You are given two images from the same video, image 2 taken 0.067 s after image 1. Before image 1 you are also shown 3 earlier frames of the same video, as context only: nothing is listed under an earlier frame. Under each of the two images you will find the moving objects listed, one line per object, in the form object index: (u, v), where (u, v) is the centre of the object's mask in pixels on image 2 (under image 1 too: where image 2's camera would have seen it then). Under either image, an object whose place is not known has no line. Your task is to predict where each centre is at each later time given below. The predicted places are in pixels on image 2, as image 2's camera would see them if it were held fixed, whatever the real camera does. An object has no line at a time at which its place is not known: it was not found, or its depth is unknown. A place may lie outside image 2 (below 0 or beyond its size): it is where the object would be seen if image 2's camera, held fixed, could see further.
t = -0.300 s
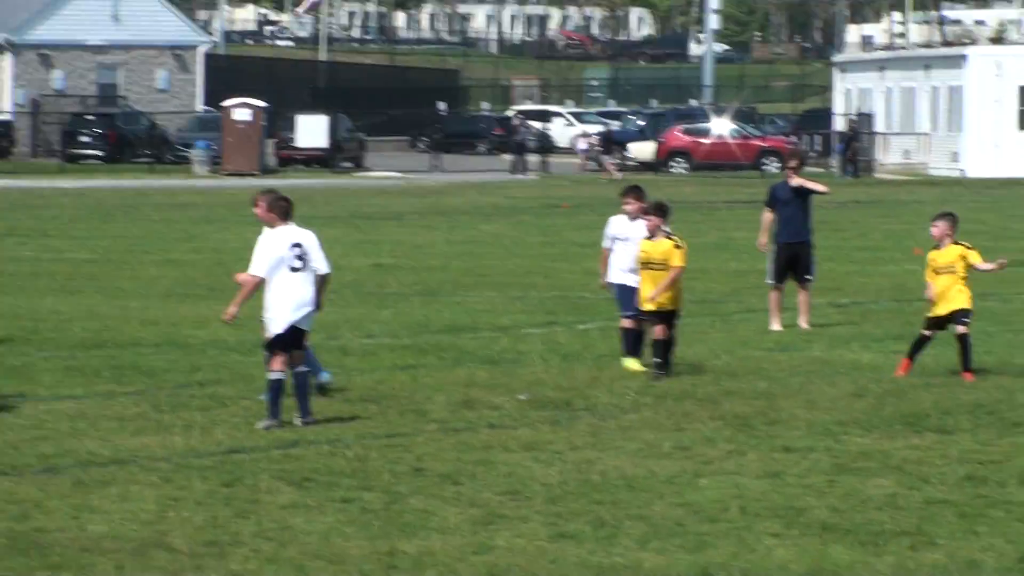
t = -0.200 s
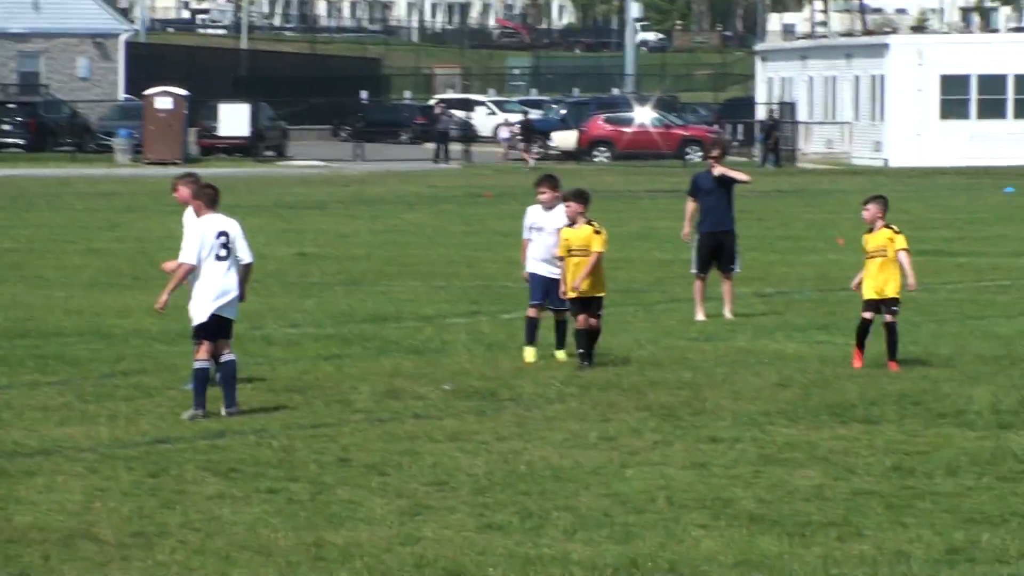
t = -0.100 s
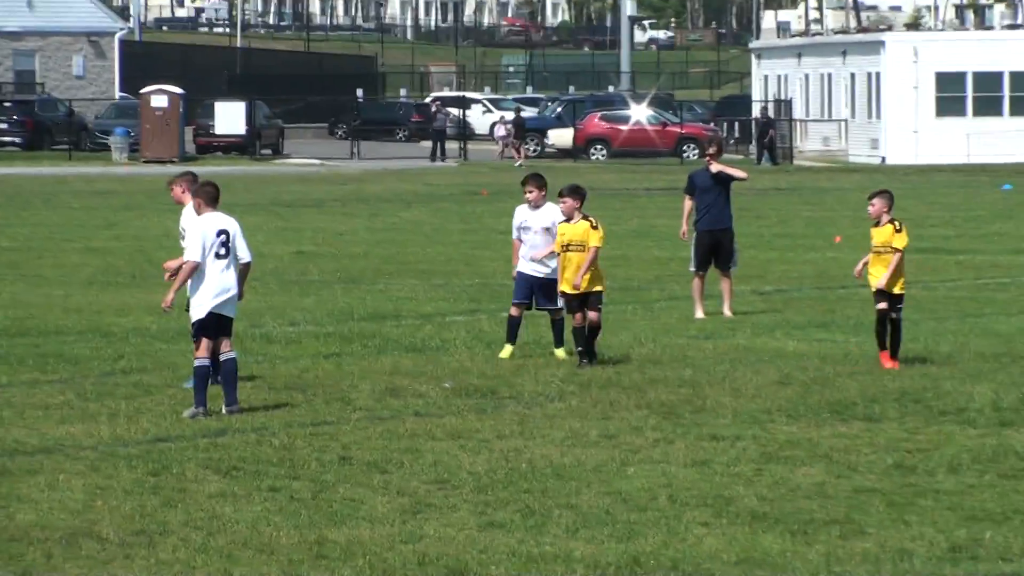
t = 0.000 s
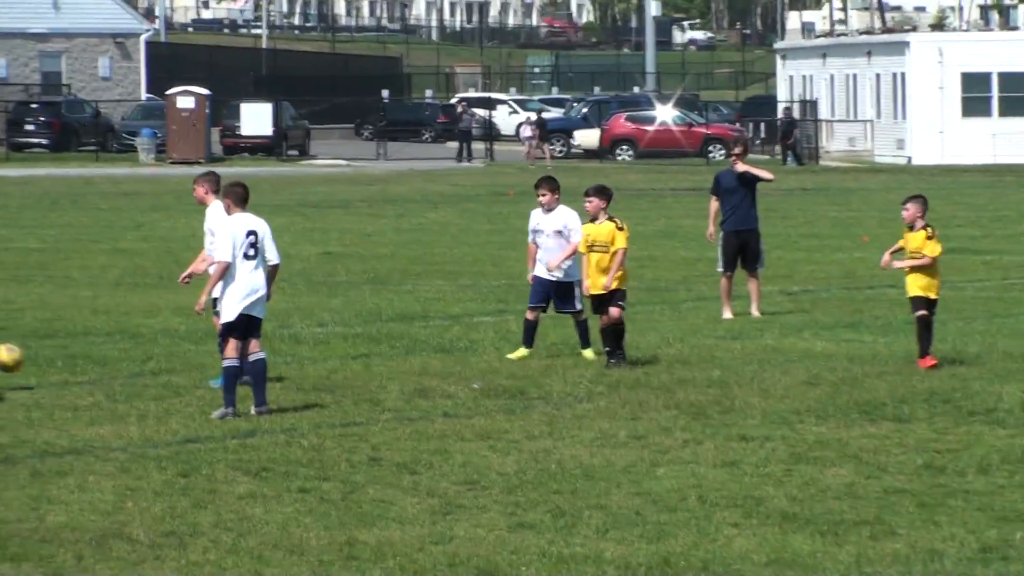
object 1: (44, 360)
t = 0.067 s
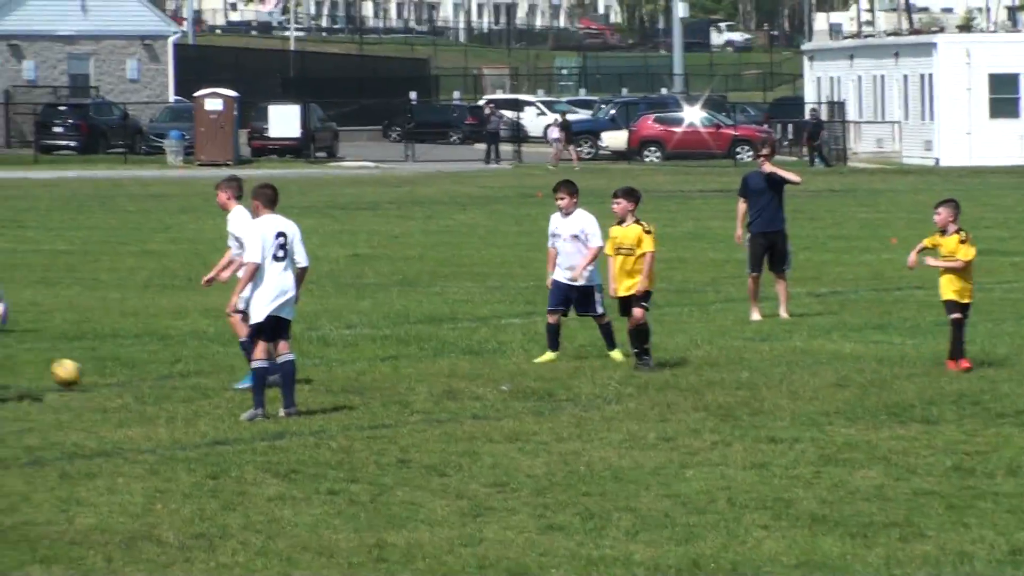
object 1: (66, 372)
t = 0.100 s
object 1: (79, 378)
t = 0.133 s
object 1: (82, 373)
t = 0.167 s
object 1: (89, 368)
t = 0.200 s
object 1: (94, 363)
